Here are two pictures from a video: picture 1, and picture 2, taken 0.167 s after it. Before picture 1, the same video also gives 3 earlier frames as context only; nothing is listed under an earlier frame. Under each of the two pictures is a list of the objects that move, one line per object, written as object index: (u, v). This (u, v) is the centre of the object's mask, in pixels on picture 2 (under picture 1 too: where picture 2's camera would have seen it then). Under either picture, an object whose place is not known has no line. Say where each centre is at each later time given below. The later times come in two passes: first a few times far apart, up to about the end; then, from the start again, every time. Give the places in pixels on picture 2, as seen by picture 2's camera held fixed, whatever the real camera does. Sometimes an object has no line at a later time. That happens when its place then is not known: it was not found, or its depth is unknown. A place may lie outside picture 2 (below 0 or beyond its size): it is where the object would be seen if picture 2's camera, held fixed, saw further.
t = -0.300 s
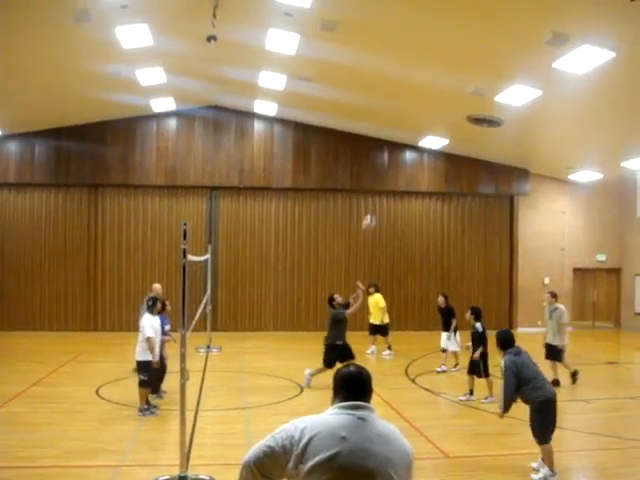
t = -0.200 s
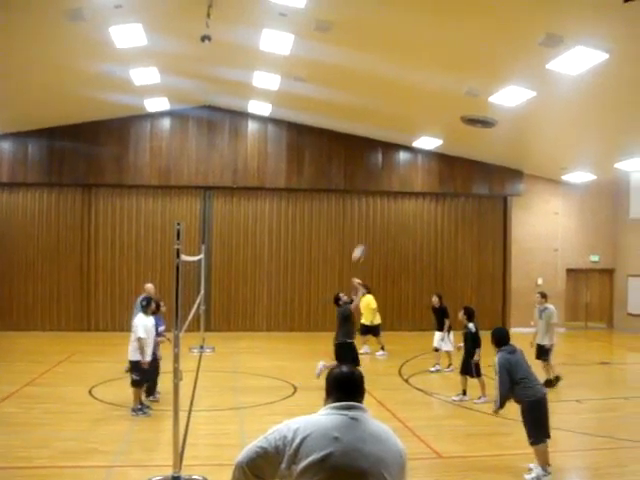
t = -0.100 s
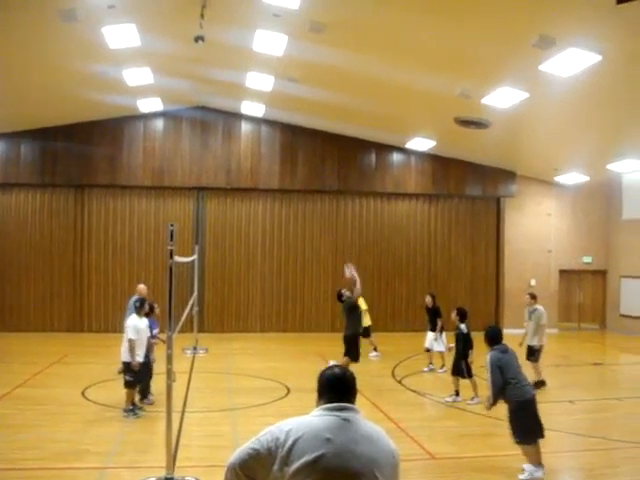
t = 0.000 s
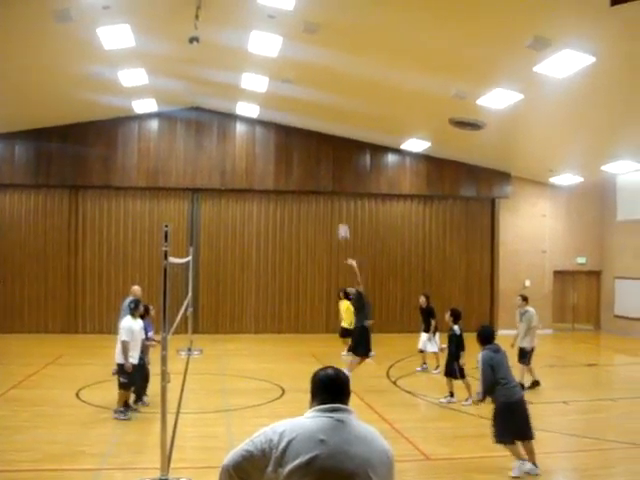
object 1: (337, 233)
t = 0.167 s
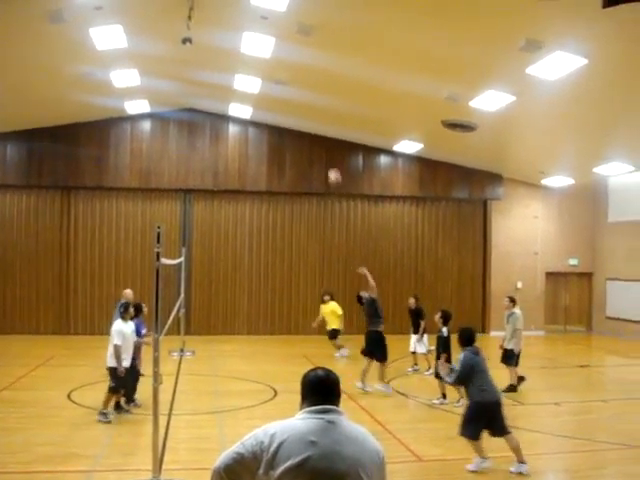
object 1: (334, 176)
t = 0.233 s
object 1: (333, 158)
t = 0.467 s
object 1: (327, 111)
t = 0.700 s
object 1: (323, 95)
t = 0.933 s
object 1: (323, 112)
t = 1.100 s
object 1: (325, 148)
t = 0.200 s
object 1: (333, 167)
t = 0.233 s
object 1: (333, 158)
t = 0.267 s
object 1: (332, 150)
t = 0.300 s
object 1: (331, 142)
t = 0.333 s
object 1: (330, 134)
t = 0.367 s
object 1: (330, 126)
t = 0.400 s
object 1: (329, 121)
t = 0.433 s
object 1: (328, 116)
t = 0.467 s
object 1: (327, 111)
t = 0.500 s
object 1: (327, 107)
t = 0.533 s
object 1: (326, 104)
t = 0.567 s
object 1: (326, 100)
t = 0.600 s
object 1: (325, 98)
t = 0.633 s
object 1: (324, 97)
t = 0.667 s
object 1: (324, 96)
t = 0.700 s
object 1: (323, 95)
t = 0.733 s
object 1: (323, 95)
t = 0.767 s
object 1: (322, 97)
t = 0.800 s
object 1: (323, 98)
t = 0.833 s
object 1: (322, 100)
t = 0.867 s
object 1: (323, 103)
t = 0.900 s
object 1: (323, 107)
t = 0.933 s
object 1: (323, 112)
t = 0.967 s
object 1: (323, 117)
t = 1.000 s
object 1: (324, 122)
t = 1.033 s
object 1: (323, 131)
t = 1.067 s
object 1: (324, 139)
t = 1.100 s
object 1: (325, 148)
